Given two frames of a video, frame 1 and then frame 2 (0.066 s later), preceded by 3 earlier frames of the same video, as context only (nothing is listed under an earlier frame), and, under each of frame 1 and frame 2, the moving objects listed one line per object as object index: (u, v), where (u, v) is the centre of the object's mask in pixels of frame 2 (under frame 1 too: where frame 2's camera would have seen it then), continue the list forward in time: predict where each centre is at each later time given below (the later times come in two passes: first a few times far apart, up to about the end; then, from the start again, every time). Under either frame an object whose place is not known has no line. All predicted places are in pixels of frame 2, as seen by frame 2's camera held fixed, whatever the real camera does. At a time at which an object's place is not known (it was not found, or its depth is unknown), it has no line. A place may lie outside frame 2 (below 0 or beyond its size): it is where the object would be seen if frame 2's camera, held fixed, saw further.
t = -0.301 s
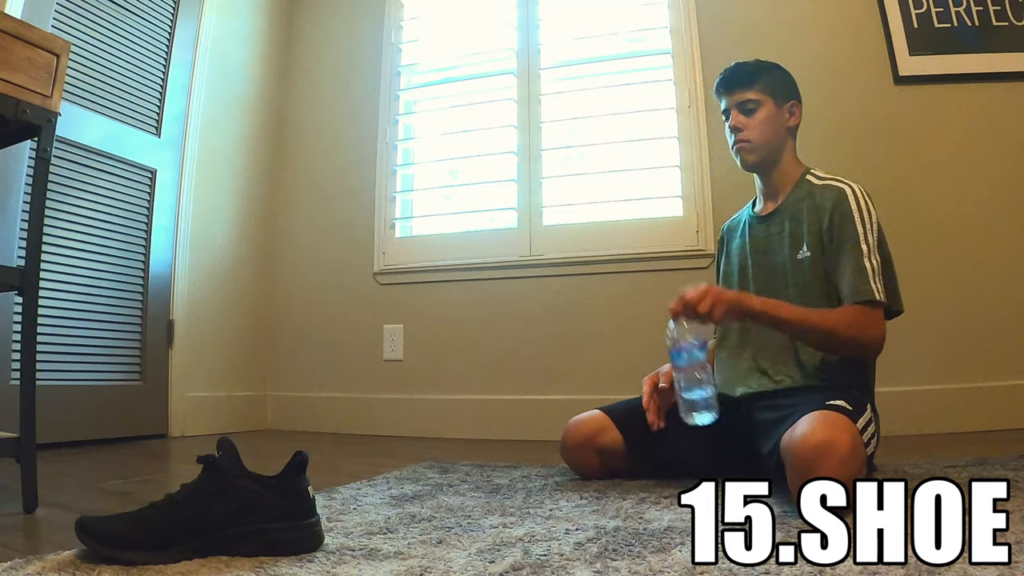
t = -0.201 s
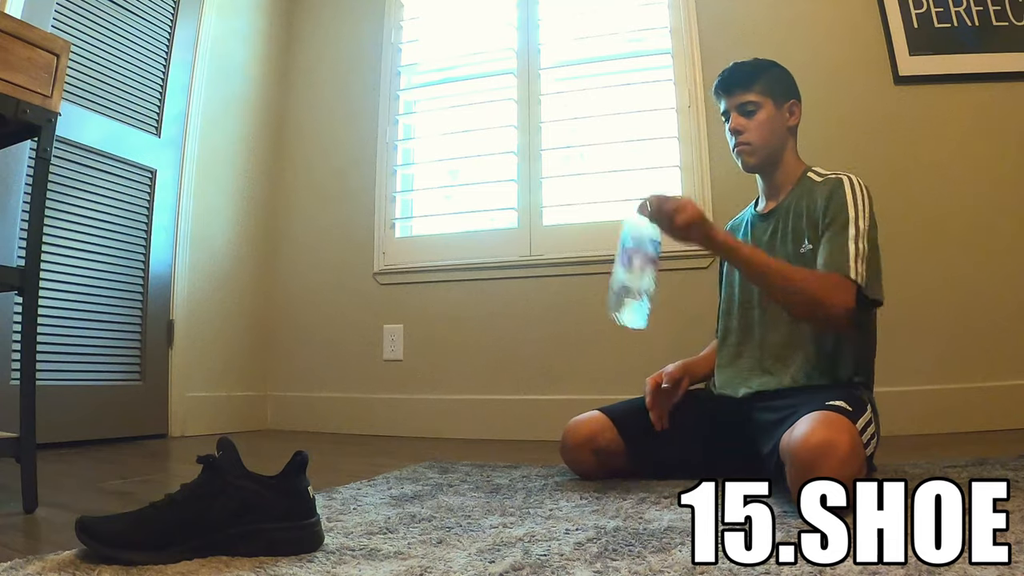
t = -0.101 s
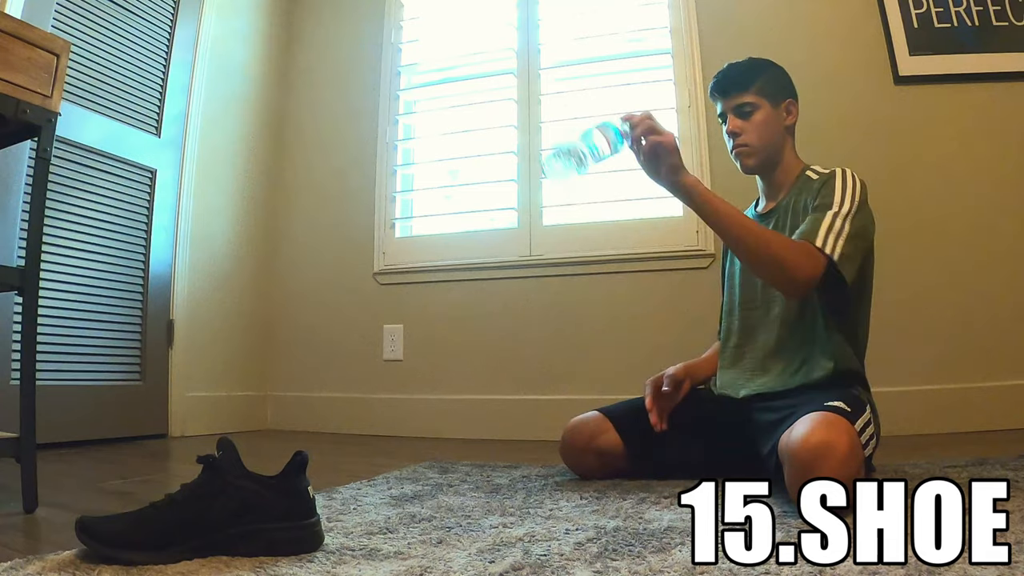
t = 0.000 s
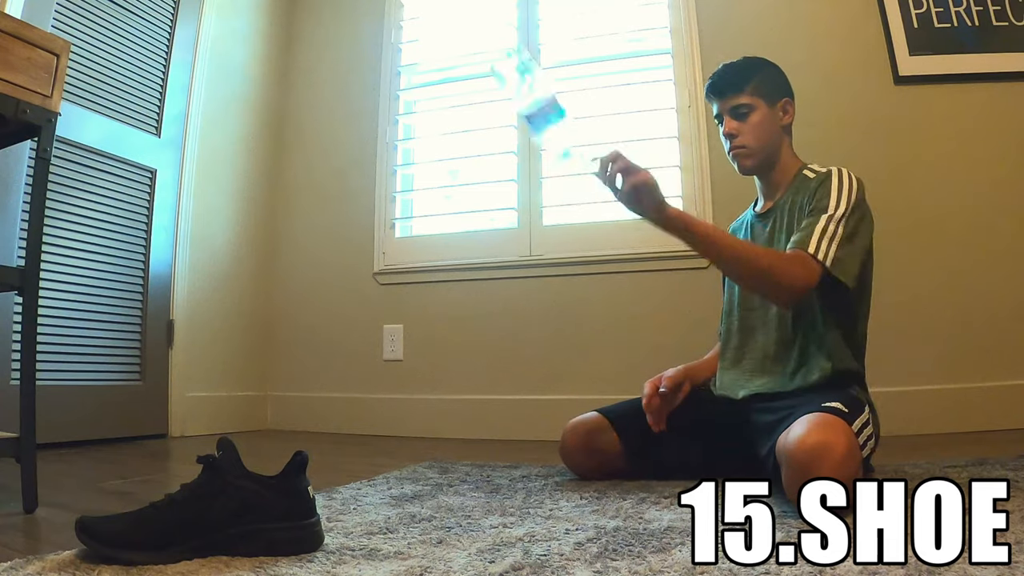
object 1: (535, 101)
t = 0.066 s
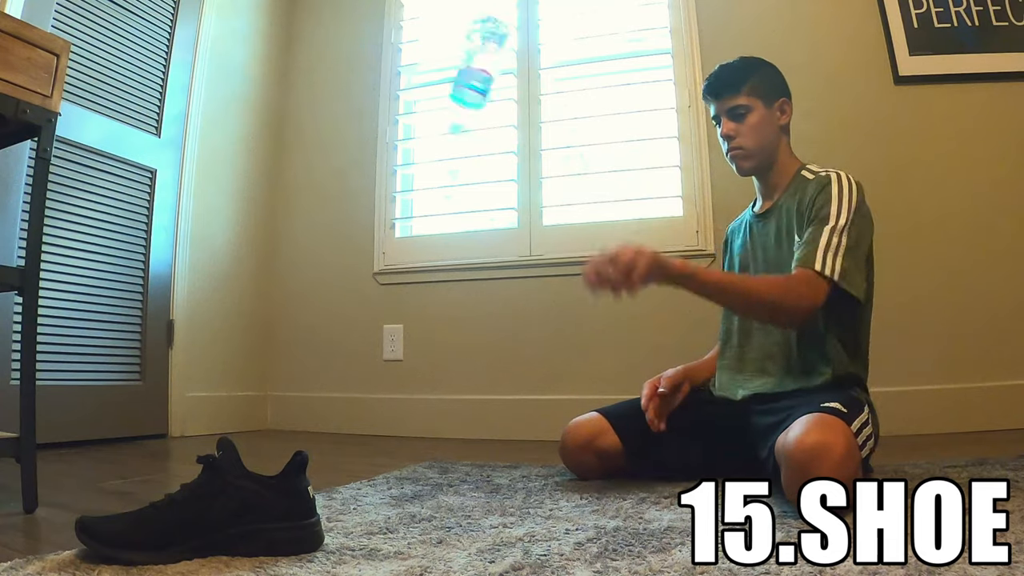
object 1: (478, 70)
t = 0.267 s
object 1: (343, 125)
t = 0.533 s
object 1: (267, 426)
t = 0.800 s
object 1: (267, 429)
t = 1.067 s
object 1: (267, 428)
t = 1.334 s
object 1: (267, 428)
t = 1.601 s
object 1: (267, 428)
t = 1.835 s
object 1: (267, 428)
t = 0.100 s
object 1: (447, 60)
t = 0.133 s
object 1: (425, 57)
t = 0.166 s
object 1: (404, 59)
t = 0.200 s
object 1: (384, 72)
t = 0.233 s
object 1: (363, 94)
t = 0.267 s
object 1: (343, 125)
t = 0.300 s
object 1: (322, 168)
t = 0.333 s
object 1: (303, 224)
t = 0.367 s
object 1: (280, 292)
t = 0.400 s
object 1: (256, 372)
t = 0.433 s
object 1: (223, 432)
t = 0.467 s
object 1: (221, 438)
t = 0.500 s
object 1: (245, 426)
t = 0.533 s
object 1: (267, 426)
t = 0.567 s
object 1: (277, 428)
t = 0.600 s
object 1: (275, 429)
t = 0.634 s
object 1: (274, 430)
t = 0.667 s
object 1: (273, 430)
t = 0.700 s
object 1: (272, 429)
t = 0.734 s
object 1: (271, 429)
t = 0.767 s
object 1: (269, 429)
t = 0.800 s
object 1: (267, 429)
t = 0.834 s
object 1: (267, 429)
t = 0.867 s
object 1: (267, 429)
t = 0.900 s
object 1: (267, 429)
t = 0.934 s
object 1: (267, 429)
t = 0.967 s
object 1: (267, 428)
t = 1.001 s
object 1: (267, 429)
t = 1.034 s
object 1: (267, 428)
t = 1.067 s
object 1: (267, 428)
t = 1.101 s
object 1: (267, 428)
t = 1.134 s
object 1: (267, 428)
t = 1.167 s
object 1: (267, 428)
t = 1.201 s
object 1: (267, 429)
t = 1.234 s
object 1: (267, 429)
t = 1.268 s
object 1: (267, 428)
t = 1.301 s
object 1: (267, 428)
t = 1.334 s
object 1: (267, 428)
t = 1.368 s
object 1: (267, 428)
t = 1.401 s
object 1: (267, 428)
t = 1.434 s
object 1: (267, 428)
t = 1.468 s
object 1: (267, 428)
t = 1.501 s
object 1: (267, 428)
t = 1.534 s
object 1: (267, 428)
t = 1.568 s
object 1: (267, 428)
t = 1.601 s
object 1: (267, 428)
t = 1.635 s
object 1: (267, 428)
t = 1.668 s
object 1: (267, 428)
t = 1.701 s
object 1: (267, 428)
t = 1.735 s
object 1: (267, 428)
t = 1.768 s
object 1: (267, 428)
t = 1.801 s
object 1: (267, 428)
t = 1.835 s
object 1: (267, 428)
